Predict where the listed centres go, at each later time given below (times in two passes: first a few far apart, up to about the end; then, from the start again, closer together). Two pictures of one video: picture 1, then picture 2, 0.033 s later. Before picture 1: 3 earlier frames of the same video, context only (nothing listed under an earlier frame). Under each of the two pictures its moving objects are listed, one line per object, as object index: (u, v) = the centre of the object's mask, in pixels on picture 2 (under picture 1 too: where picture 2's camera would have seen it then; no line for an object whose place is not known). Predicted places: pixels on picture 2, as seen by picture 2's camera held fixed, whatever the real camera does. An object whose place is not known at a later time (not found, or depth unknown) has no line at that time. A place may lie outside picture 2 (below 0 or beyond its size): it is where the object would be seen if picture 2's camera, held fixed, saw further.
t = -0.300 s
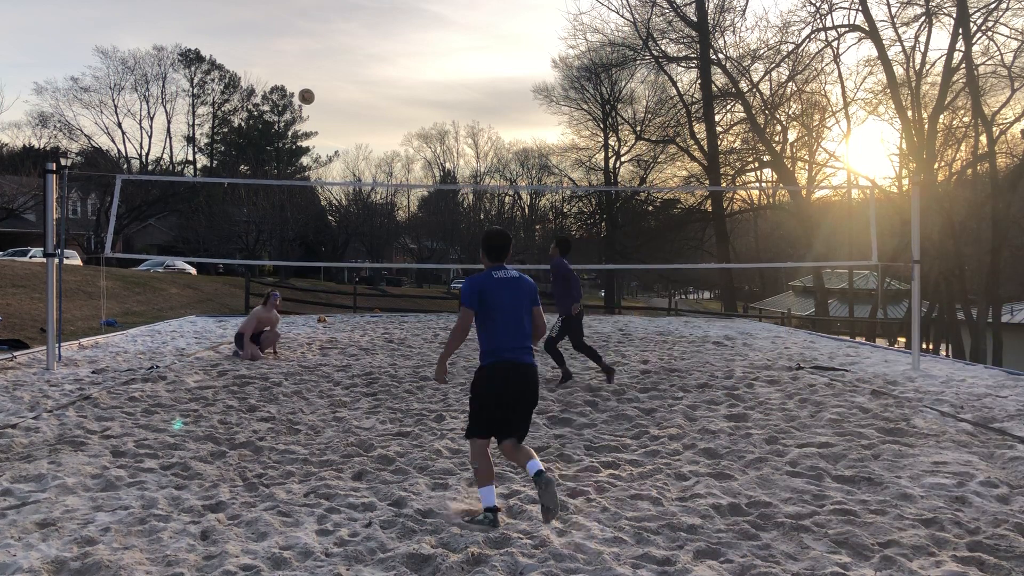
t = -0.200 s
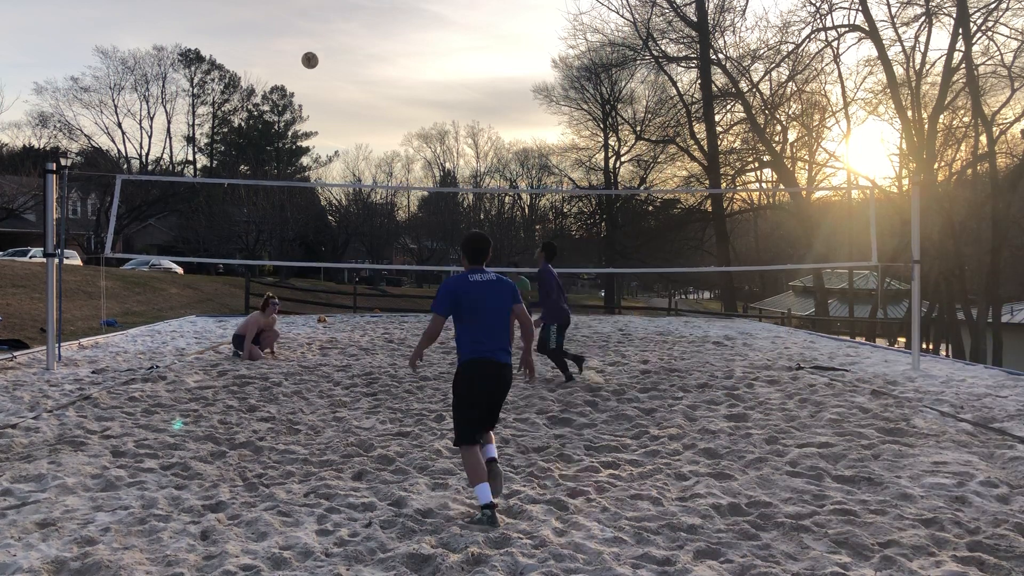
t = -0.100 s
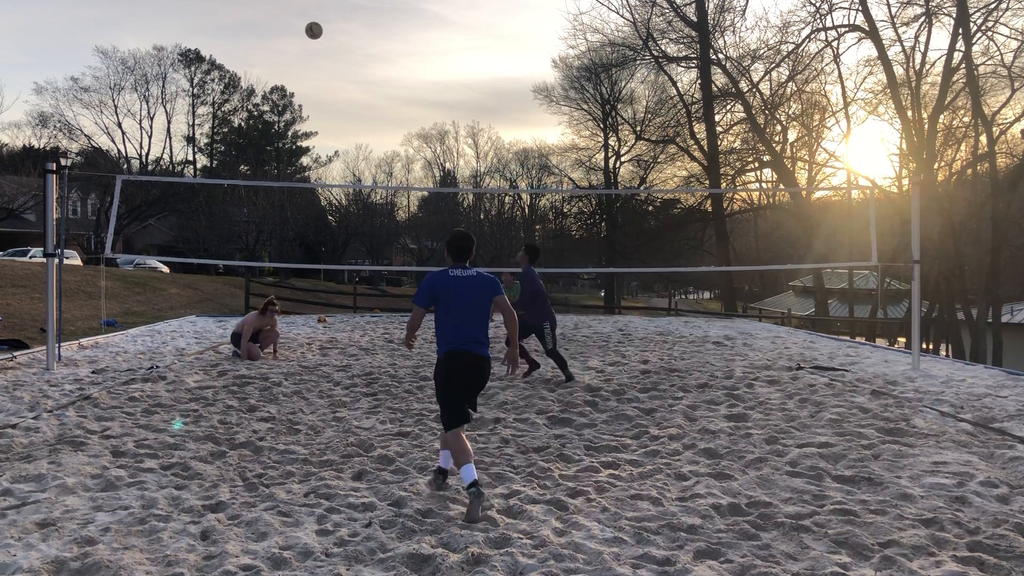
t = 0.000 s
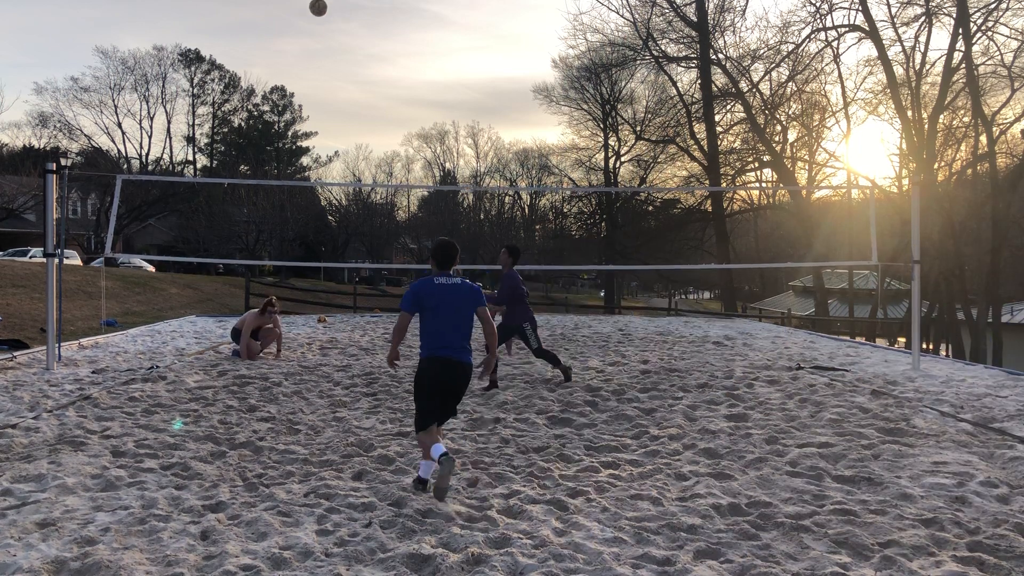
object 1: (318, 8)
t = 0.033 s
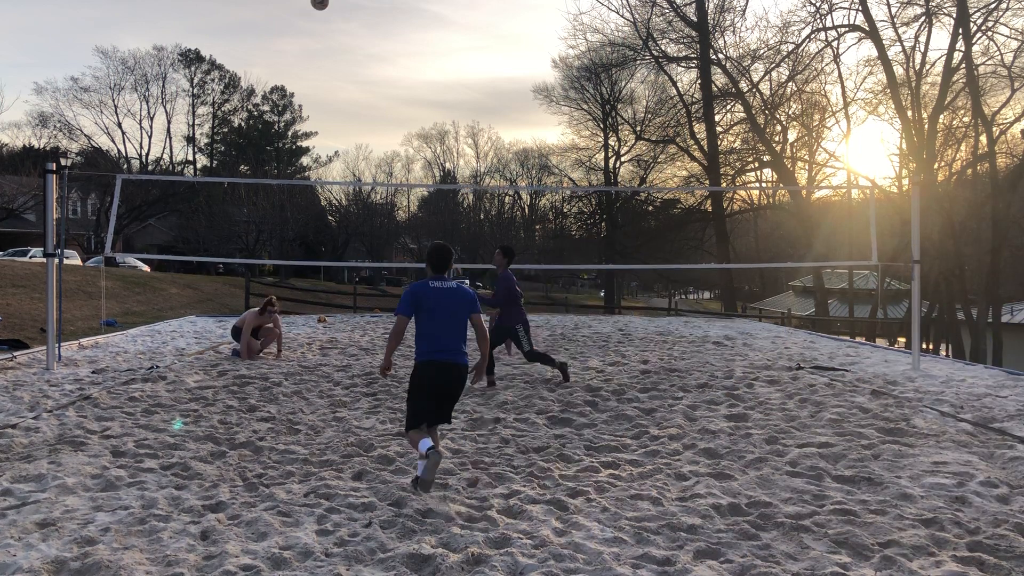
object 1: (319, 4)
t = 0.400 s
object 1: (339, 2)
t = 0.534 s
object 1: (347, 21)
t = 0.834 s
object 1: (370, 160)
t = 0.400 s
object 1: (339, 2)
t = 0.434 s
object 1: (341, 4)
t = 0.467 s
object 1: (343, 7)
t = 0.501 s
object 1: (345, 12)
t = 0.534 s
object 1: (347, 21)
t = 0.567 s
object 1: (350, 32)
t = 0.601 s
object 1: (352, 43)
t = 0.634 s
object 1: (355, 56)
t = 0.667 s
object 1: (357, 70)
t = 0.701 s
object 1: (360, 85)
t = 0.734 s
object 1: (362, 102)
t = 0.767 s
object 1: (365, 120)
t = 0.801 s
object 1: (367, 139)
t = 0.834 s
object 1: (370, 160)
